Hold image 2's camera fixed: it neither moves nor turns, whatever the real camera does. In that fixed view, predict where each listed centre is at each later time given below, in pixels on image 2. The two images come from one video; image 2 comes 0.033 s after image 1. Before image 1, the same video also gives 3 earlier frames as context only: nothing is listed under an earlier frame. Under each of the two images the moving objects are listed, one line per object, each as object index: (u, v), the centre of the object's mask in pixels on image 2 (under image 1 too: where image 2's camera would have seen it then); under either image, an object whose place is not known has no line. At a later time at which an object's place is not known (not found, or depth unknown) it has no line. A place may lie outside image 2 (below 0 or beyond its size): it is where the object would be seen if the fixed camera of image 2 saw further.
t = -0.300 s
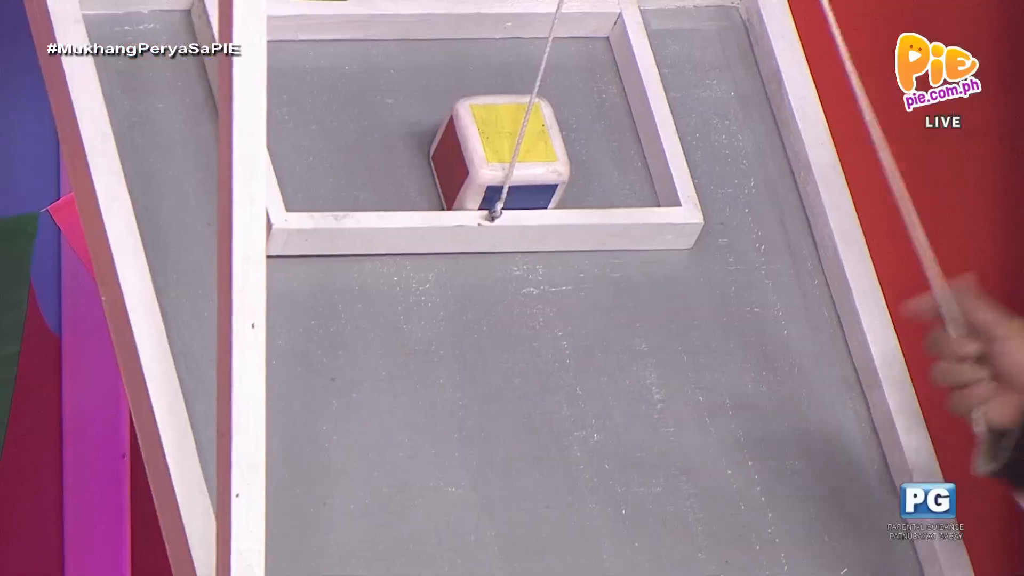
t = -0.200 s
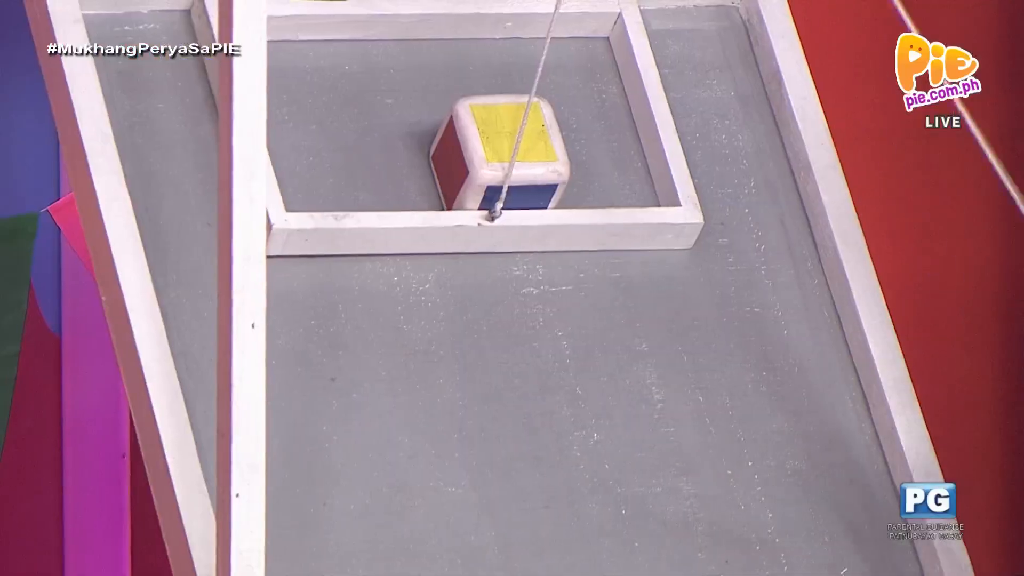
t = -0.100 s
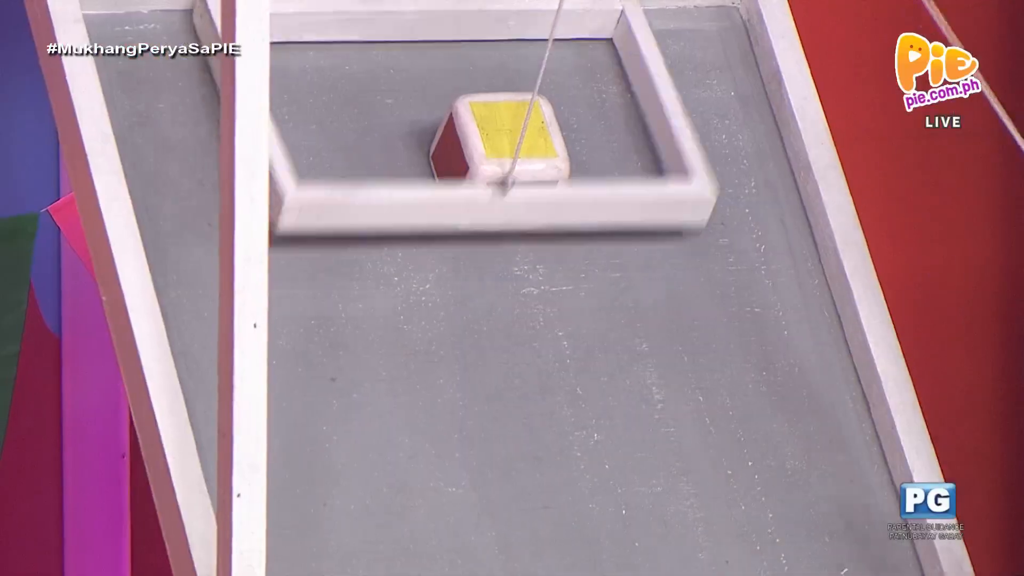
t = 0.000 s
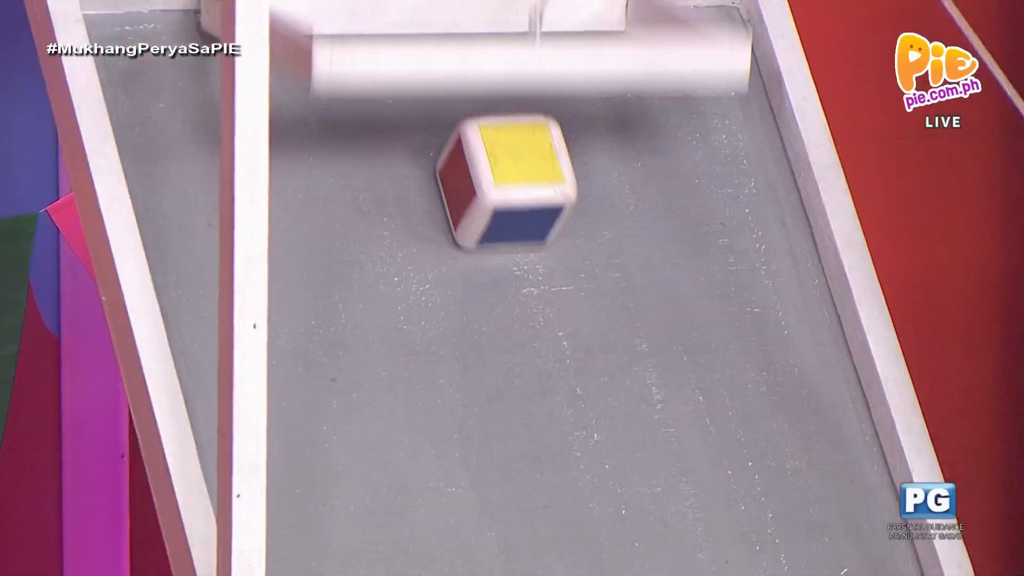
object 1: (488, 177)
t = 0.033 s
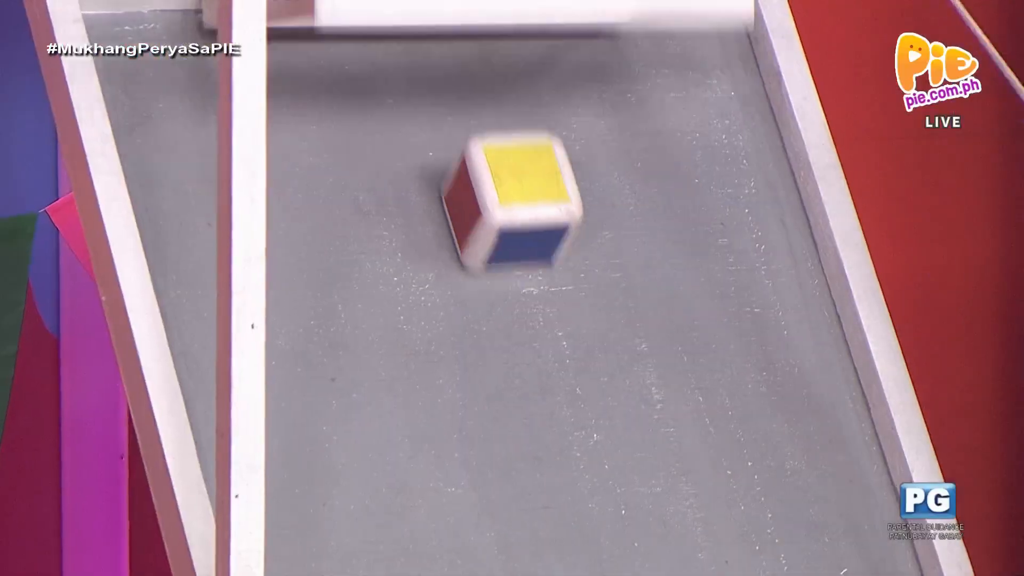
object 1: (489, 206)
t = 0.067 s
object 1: (500, 235)
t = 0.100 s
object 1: (514, 268)
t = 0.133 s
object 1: (524, 311)
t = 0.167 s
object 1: (541, 361)
